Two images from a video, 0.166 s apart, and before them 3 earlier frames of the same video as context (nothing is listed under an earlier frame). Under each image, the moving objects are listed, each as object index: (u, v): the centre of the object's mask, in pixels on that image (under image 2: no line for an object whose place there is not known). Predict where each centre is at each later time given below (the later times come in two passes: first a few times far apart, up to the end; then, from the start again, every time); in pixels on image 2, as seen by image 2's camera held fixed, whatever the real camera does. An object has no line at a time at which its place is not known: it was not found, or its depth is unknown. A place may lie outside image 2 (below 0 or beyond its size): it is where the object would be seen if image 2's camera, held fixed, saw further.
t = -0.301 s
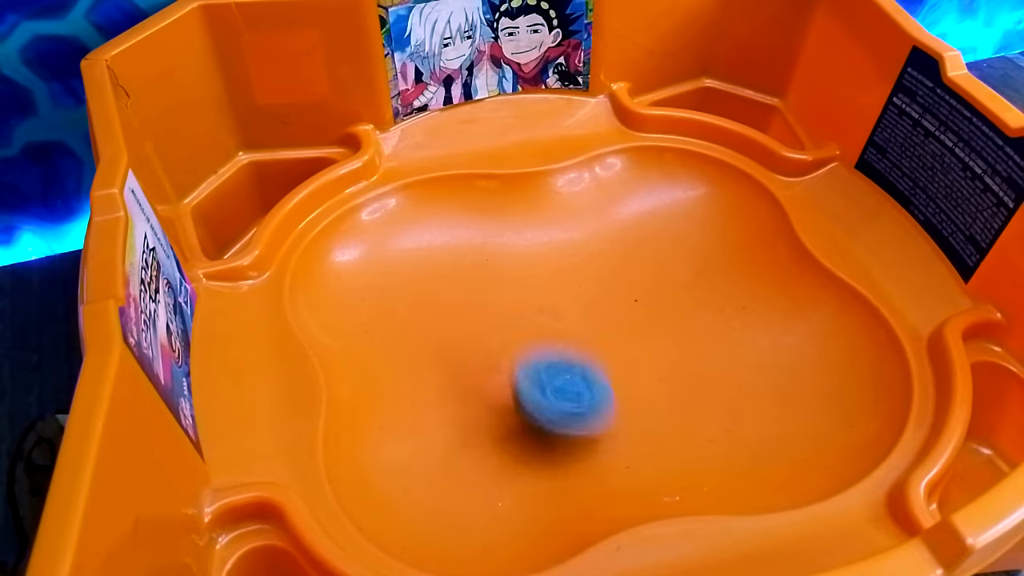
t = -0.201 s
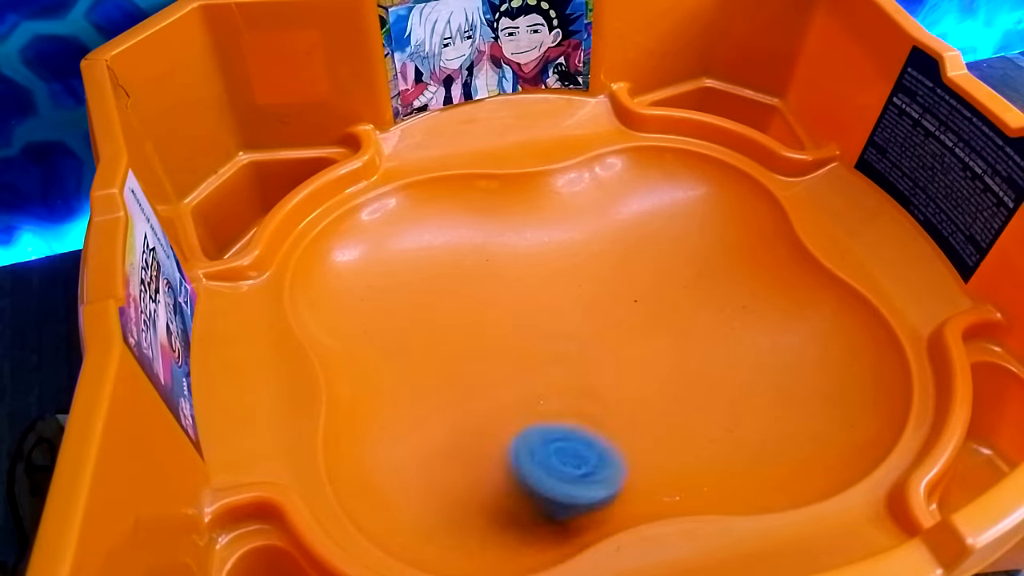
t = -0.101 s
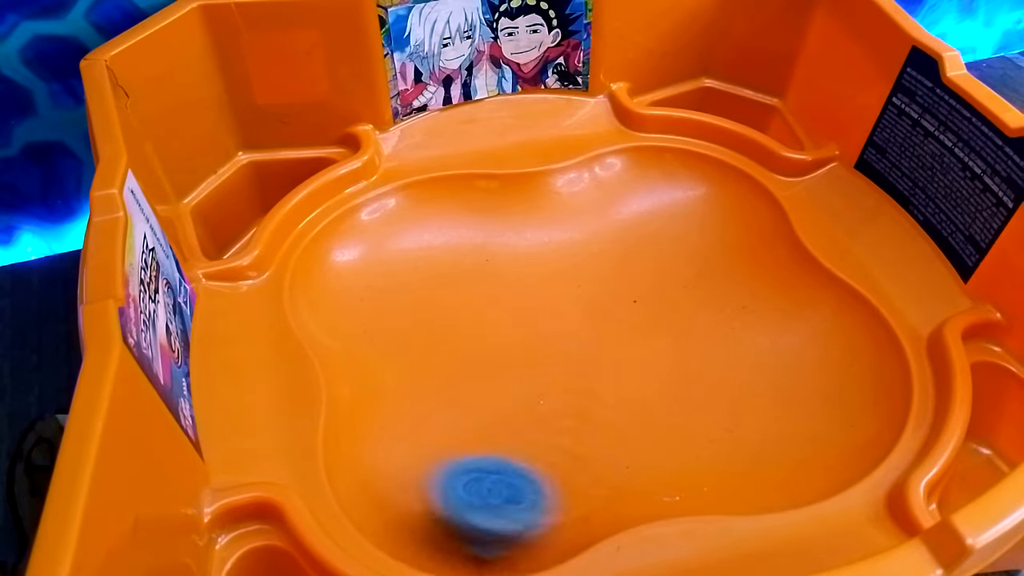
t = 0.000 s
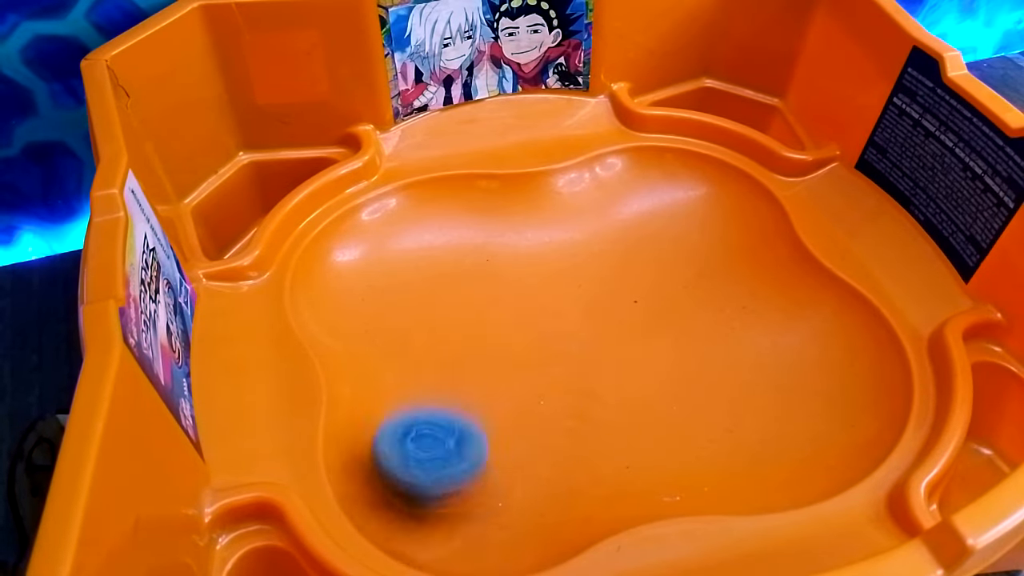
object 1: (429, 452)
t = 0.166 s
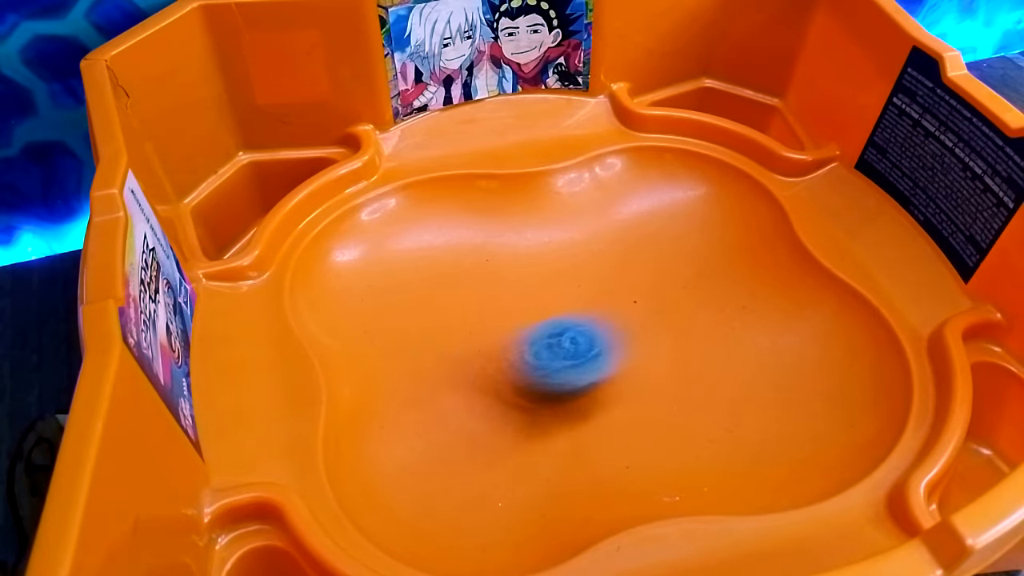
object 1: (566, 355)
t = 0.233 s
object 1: (640, 333)
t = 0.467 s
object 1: (820, 325)
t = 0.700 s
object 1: (716, 366)
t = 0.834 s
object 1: (623, 313)
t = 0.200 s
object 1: (605, 342)
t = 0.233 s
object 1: (640, 333)
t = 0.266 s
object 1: (672, 323)
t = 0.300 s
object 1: (703, 314)
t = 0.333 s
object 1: (735, 309)
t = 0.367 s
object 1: (762, 307)
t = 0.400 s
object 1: (787, 308)
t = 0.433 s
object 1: (806, 316)
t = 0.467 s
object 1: (820, 325)
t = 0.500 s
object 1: (826, 341)
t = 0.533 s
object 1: (826, 355)
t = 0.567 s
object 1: (815, 369)
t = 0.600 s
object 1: (794, 377)
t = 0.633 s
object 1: (770, 379)
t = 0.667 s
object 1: (743, 375)
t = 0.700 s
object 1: (716, 366)
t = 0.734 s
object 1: (689, 354)
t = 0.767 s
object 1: (665, 341)
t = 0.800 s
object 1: (645, 327)
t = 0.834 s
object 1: (623, 313)
